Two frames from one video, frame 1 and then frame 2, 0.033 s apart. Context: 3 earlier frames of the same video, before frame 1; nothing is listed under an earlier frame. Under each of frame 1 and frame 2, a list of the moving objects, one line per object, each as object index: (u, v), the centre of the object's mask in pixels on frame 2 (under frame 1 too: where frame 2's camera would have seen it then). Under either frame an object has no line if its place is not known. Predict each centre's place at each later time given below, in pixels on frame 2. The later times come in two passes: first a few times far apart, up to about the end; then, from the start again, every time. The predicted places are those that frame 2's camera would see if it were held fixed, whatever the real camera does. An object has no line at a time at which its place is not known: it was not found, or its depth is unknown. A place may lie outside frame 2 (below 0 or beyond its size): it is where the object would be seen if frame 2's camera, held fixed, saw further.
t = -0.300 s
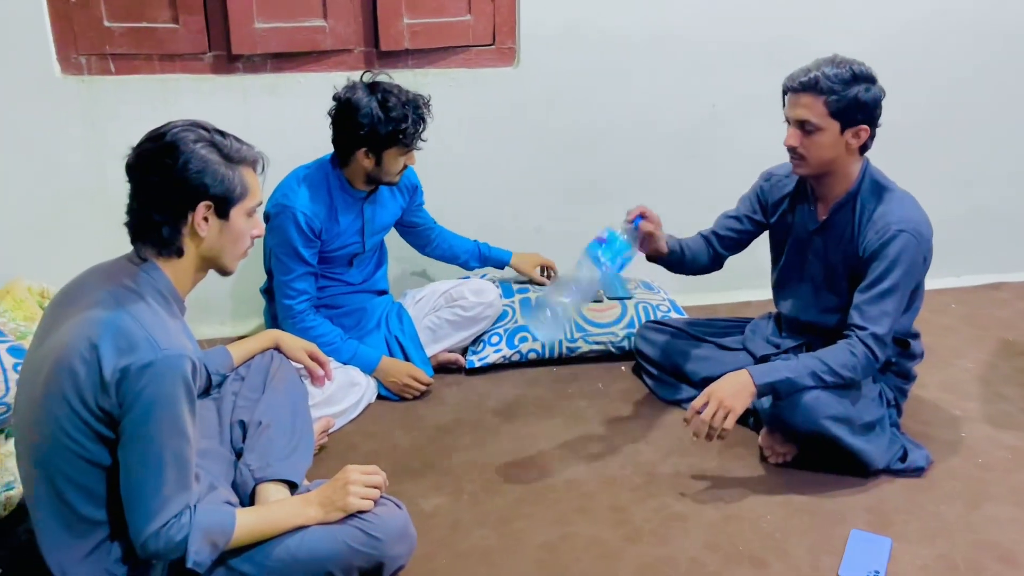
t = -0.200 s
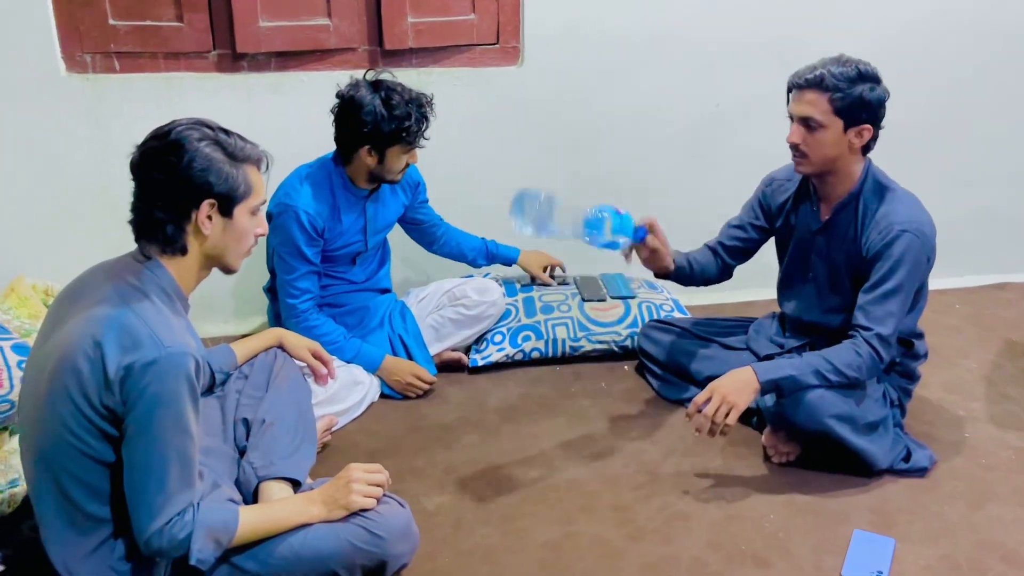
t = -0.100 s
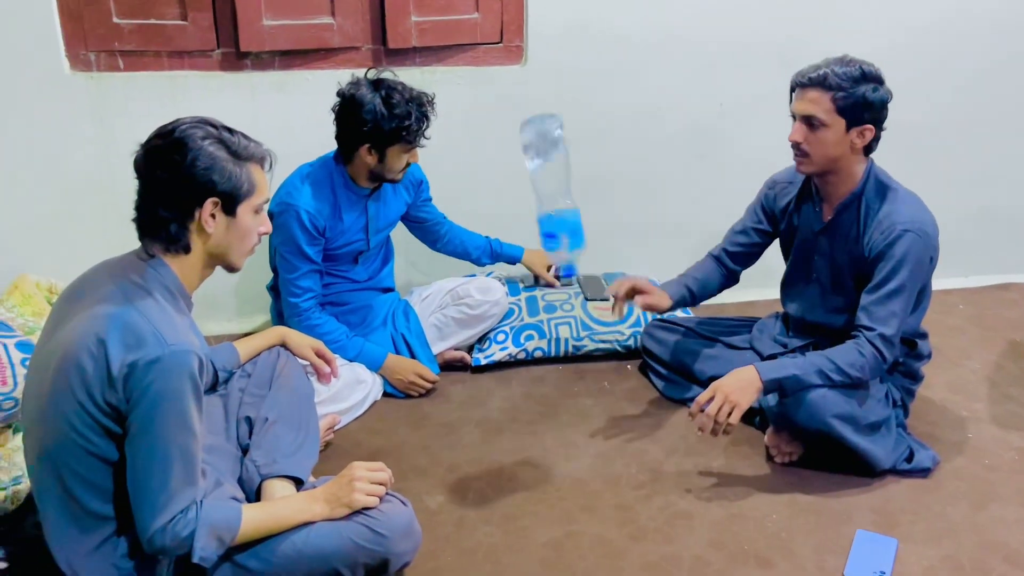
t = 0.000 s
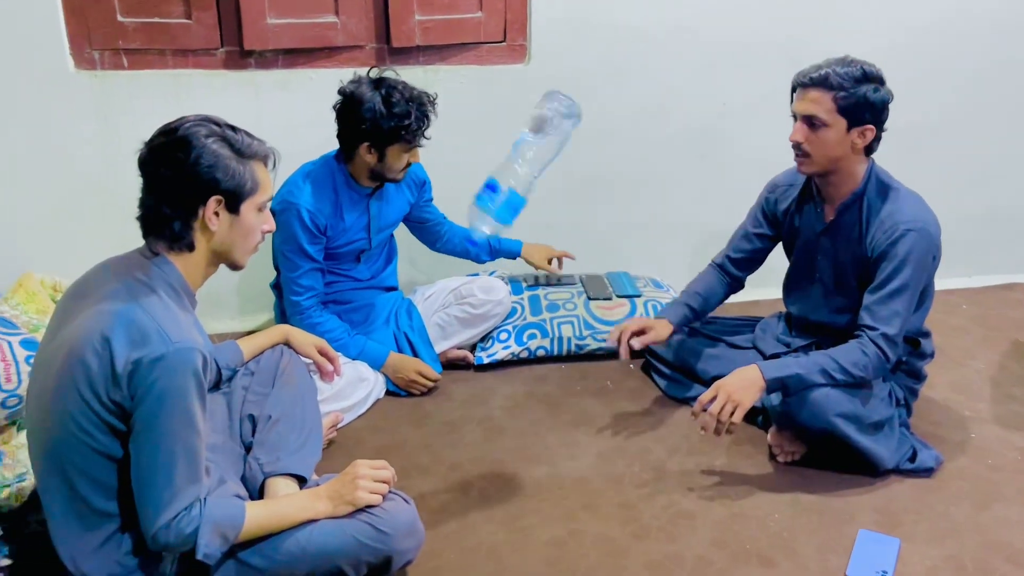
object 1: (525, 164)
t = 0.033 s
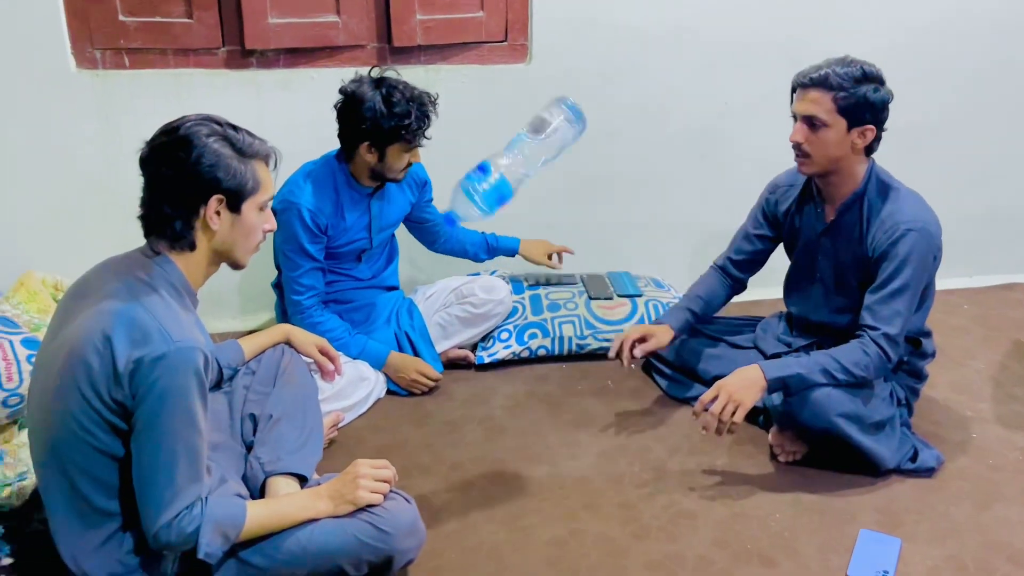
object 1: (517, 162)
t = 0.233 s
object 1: (528, 255)
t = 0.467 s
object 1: (548, 405)
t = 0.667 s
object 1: (564, 405)
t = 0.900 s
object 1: (560, 405)
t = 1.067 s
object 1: (560, 404)
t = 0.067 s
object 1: (511, 162)
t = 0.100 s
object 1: (511, 167)
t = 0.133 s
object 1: (512, 179)
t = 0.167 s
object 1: (518, 198)
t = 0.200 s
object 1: (524, 224)
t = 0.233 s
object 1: (528, 255)
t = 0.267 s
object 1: (534, 295)
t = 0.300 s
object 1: (539, 338)
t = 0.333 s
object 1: (543, 386)
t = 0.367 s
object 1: (542, 409)
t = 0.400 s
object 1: (542, 407)
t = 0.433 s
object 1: (544, 406)
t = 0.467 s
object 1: (548, 405)
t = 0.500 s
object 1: (550, 405)
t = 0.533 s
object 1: (553, 405)
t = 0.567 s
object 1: (557, 404)
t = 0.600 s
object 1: (561, 403)
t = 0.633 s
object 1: (563, 404)
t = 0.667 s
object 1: (564, 405)
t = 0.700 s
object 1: (562, 404)
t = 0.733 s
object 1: (560, 405)
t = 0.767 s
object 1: (558, 404)
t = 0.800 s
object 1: (558, 404)
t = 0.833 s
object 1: (560, 405)
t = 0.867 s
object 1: (561, 404)
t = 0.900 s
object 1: (560, 405)
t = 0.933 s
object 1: (559, 405)
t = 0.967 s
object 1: (559, 405)
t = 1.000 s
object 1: (560, 405)
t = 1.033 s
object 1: (560, 404)
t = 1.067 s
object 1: (560, 404)
